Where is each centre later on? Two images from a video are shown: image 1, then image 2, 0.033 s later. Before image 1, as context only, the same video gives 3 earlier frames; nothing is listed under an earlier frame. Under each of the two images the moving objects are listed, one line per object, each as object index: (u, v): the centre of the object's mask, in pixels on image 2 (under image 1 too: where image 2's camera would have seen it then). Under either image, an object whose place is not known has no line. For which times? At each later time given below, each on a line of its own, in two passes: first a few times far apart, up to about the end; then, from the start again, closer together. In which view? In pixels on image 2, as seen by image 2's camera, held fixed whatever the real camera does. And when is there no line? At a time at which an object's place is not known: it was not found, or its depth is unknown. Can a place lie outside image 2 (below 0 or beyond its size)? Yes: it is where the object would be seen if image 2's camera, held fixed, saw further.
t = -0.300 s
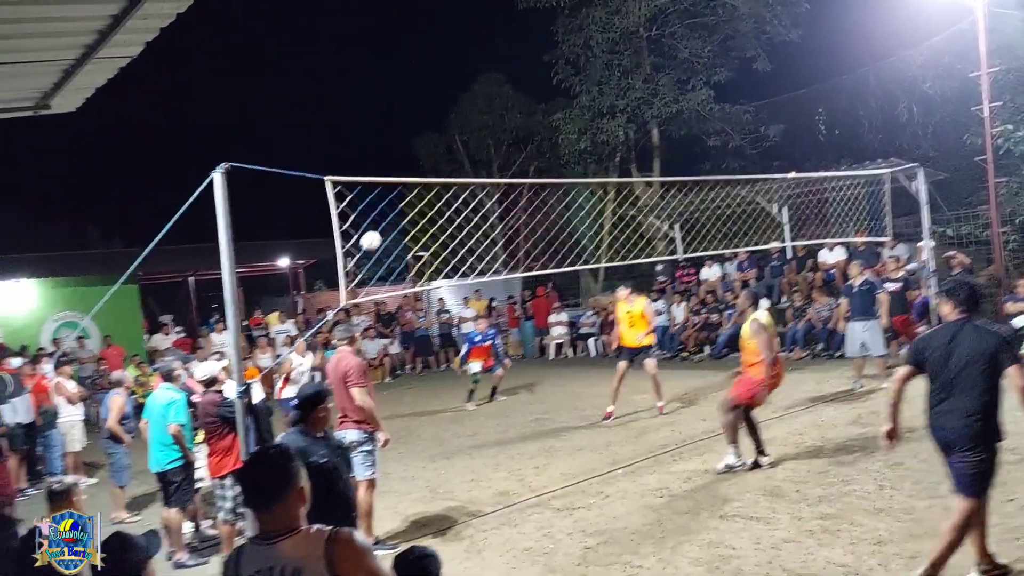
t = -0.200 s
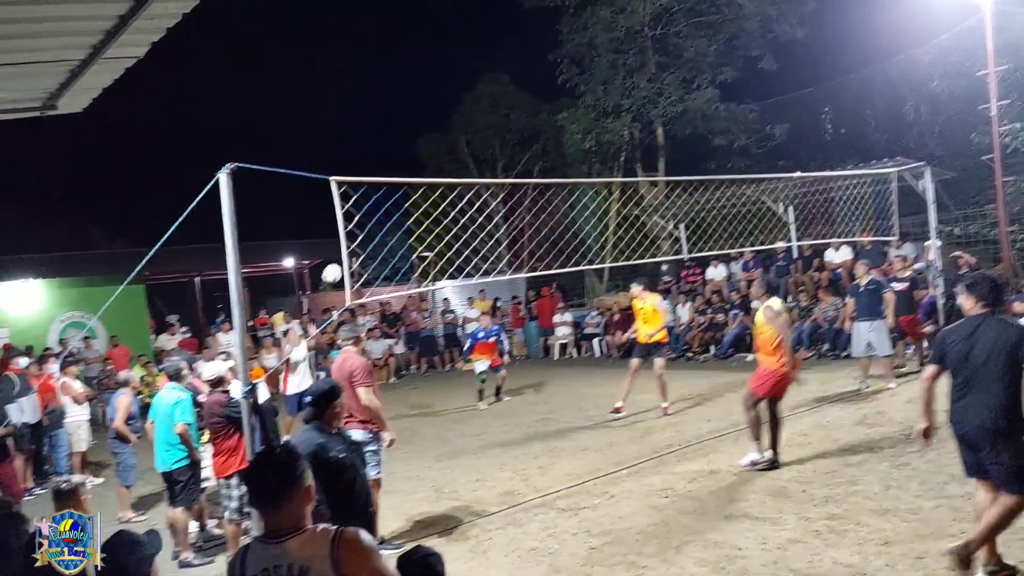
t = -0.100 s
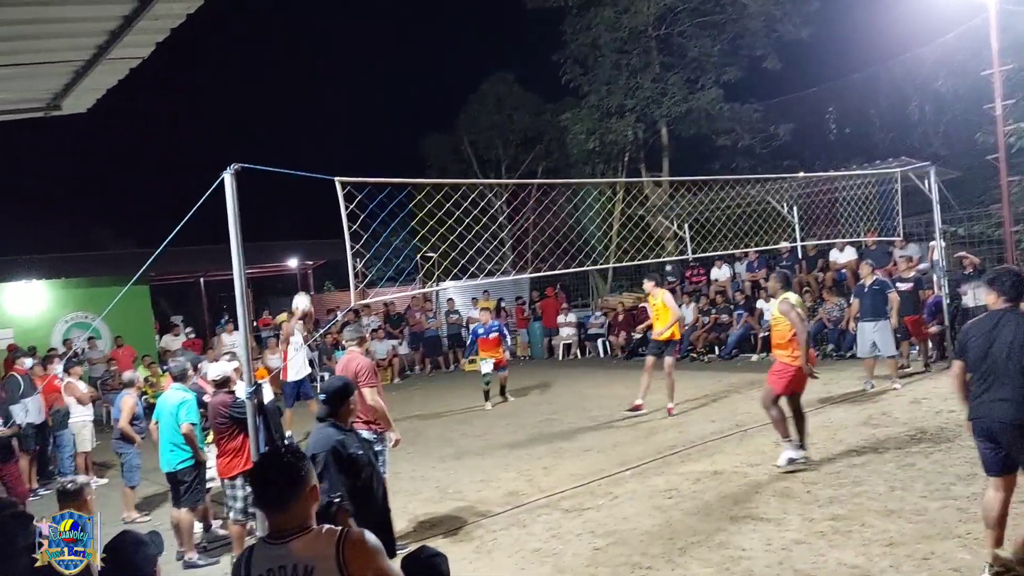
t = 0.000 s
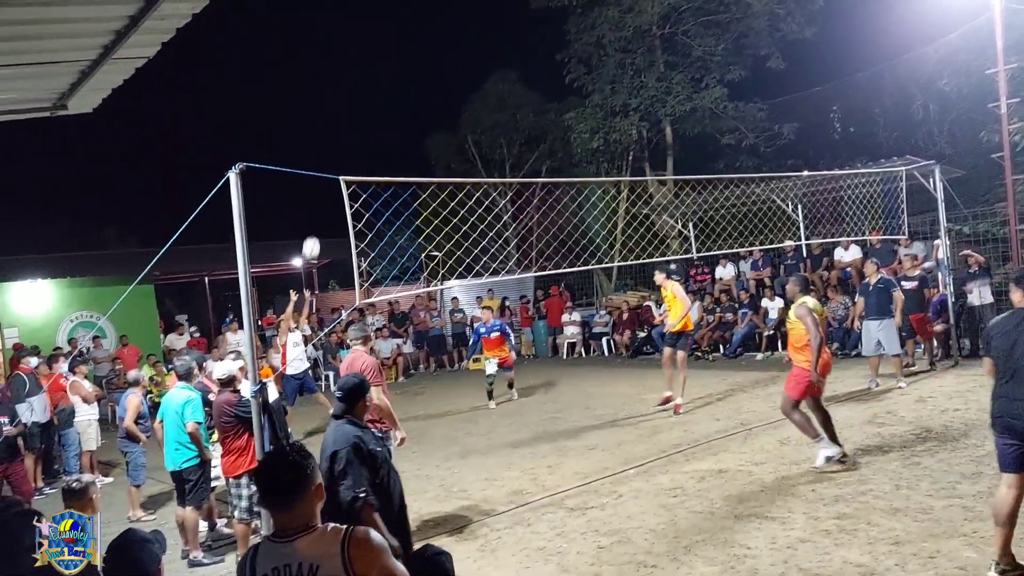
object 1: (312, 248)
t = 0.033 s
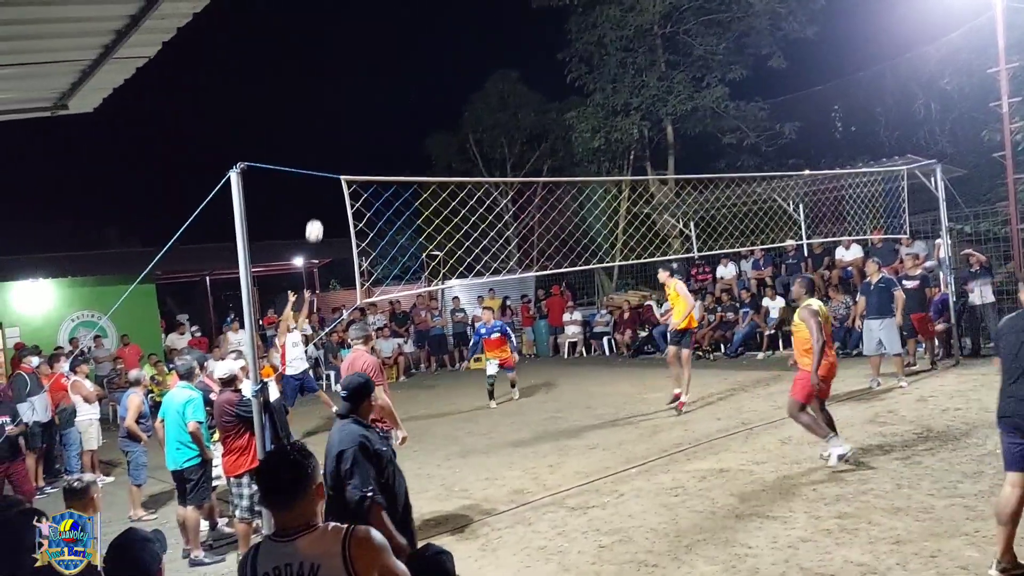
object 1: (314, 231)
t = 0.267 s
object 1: (332, 136)
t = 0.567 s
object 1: (367, 72)
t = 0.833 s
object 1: (402, 71)
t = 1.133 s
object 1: (442, 128)
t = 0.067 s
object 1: (316, 215)
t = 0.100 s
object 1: (318, 198)
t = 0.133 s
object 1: (320, 184)
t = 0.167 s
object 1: (322, 171)
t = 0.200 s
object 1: (325, 160)
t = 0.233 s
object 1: (328, 147)
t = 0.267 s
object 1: (332, 136)
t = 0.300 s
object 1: (336, 126)
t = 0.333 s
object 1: (339, 116)
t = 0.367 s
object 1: (342, 108)
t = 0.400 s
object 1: (346, 99)
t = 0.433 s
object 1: (350, 93)
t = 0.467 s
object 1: (354, 87)
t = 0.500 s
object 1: (359, 81)
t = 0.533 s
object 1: (362, 76)
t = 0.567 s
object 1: (367, 72)
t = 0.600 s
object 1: (372, 68)
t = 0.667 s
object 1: (380, 64)
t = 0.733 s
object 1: (389, 64)
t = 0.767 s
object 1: (393, 66)
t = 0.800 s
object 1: (397, 68)
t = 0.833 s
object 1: (402, 71)
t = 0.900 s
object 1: (410, 79)
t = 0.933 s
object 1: (415, 84)
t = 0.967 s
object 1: (419, 90)
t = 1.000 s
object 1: (424, 96)
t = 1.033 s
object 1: (428, 103)
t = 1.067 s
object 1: (433, 110)
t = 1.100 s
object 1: (438, 119)
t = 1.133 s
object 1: (442, 128)
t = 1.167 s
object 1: (447, 138)
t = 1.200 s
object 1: (451, 150)
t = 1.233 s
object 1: (456, 162)
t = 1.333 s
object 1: (465, 206)
